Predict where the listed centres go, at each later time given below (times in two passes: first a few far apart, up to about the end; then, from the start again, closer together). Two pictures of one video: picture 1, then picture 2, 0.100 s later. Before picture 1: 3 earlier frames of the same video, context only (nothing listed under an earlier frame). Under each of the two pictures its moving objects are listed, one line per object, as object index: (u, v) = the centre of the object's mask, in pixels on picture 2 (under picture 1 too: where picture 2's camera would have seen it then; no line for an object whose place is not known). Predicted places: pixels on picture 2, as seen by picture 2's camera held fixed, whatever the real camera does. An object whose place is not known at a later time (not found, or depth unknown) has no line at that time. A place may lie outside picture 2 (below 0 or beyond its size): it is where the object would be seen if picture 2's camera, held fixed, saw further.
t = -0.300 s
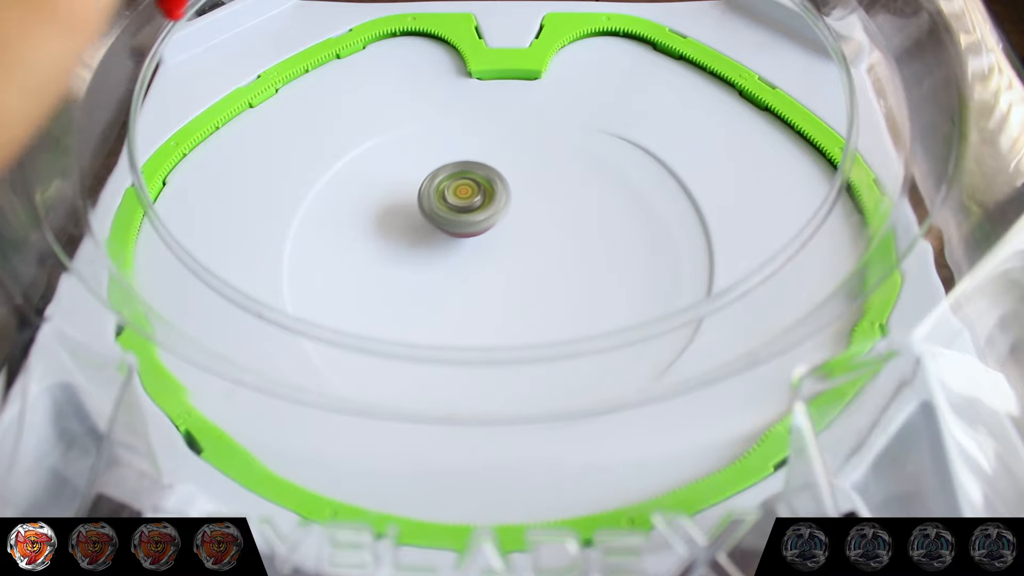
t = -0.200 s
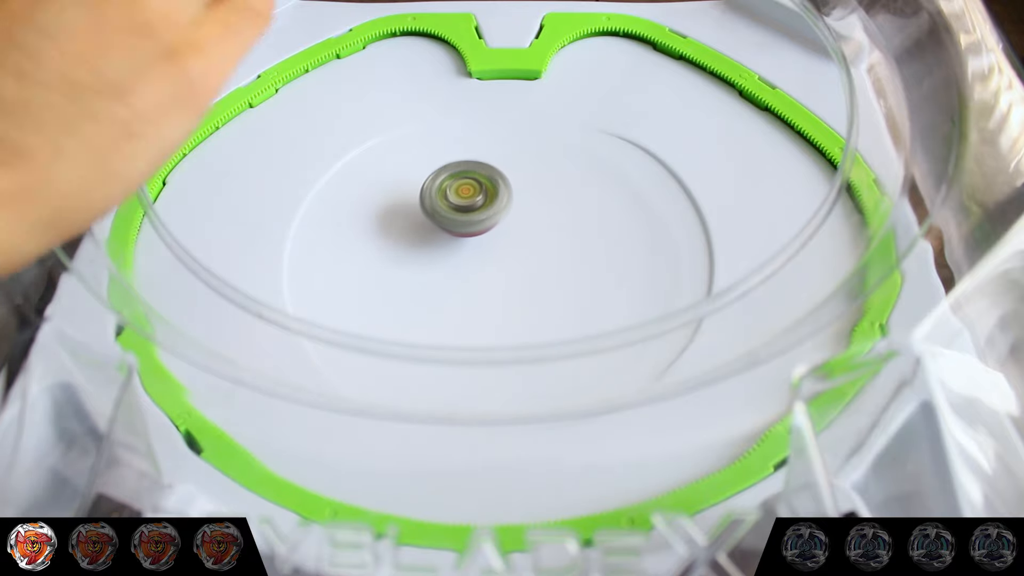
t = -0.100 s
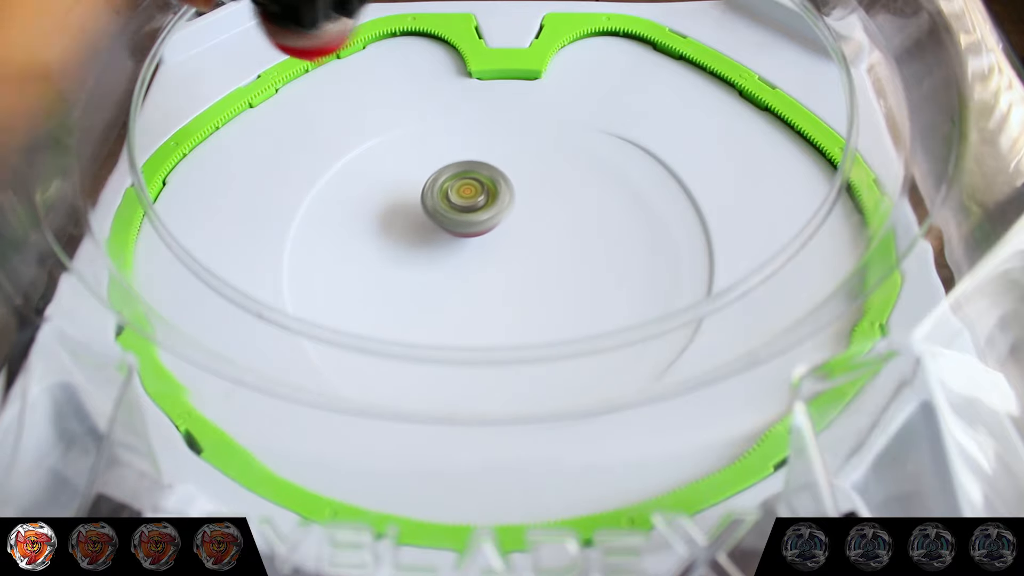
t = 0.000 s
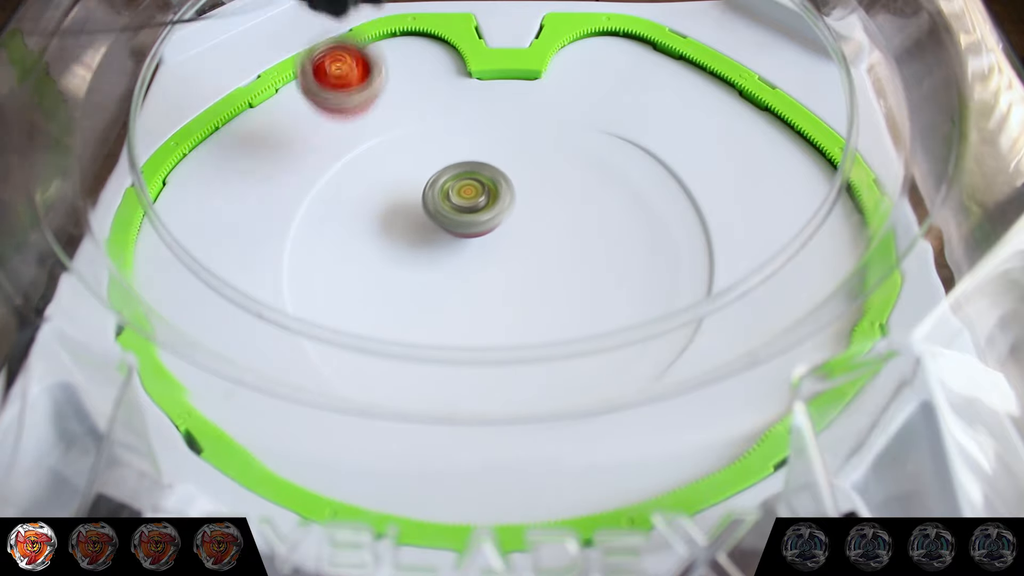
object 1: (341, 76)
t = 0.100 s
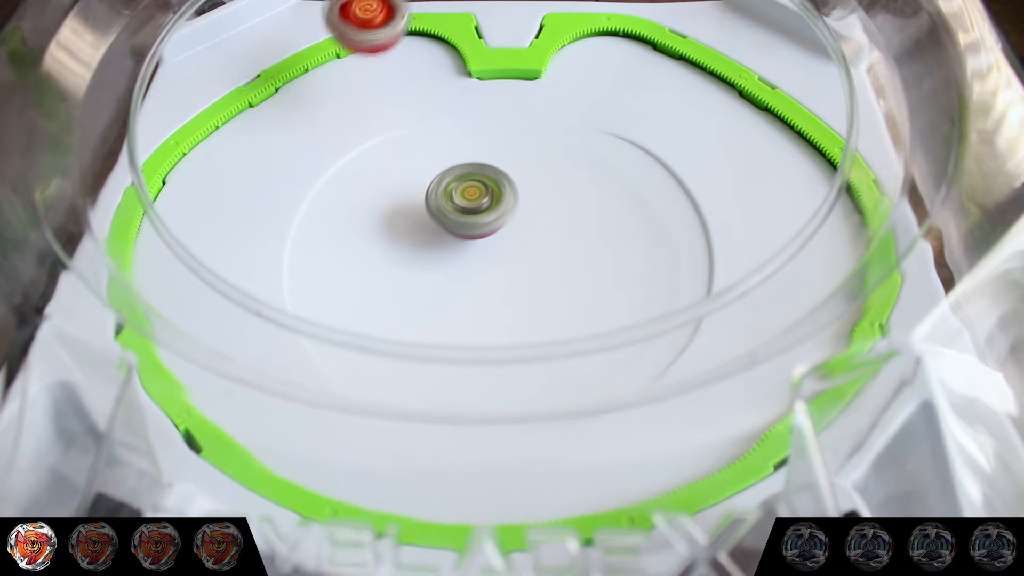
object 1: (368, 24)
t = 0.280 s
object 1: (373, 27)
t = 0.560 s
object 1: (383, 77)
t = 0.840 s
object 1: (578, 121)
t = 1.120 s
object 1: (524, 107)
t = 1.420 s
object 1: (503, 74)
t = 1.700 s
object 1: (555, 208)
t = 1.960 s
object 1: (356, 156)
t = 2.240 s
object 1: (499, 71)
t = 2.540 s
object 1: (449, 151)
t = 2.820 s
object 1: (514, 341)
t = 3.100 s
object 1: (656, 286)
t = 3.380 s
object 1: (615, 92)
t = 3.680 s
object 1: (517, 123)
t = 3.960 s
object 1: (547, 308)
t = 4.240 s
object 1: (693, 223)
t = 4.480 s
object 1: (585, 231)
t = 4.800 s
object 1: (655, 405)
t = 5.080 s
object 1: (690, 43)
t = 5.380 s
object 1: (419, 444)
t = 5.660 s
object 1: (505, 309)
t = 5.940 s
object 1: (505, 179)
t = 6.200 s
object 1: (351, 233)
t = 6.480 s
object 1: (558, 272)
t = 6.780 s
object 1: (460, 73)
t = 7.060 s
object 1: (325, 55)
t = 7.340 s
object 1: (337, 85)
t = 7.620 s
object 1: (438, 193)
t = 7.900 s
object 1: (613, 171)
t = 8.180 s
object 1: (496, 103)
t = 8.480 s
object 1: (481, 295)
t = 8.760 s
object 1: (648, 210)
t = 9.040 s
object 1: (420, 162)
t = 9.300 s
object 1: (338, 286)
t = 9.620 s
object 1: (563, 282)
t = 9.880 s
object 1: (592, 278)
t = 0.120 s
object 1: (376, 17)
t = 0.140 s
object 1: (386, 13)
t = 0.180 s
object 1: (405, 12)
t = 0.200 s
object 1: (415, 16)
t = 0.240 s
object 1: (404, 22)
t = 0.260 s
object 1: (389, 25)
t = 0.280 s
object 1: (373, 27)
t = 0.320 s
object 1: (350, 30)
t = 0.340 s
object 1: (341, 35)
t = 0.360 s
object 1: (334, 40)
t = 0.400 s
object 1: (326, 50)
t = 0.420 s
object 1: (324, 54)
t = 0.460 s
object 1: (329, 62)
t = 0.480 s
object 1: (335, 66)
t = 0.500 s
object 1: (343, 69)
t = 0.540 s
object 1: (367, 74)
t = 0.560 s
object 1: (383, 77)
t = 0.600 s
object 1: (420, 84)
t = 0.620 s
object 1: (441, 88)
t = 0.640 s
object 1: (461, 92)
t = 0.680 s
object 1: (497, 98)
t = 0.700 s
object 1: (514, 103)
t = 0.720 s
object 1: (528, 106)
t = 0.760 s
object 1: (552, 112)
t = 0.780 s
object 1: (561, 114)
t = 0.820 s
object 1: (574, 119)
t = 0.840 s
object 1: (578, 121)
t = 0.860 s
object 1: (581, 123)
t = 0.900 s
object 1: (582, 124)
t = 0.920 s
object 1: (581, 125)
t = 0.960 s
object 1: (576, 124)
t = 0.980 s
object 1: (572, 123)
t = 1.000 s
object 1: (567, 120)
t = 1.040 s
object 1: (555, 115)
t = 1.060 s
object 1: (549, 113)
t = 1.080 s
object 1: (541, 110)
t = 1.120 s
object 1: (524, 107)
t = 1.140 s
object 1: (516, 108)
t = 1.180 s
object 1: (499, 113)
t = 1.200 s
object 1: (492, 117)
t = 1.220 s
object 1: (485, 124)
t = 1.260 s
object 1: (478, 141)
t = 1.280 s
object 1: (480, 128)
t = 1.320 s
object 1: (490, 85)
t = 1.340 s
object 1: (494, 69)
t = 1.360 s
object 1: (498, 53)
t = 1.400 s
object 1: (502, 59)
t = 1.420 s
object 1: (503, 74)
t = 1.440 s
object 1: (505, 94)
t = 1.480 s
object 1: (508, 118)
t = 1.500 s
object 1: (510, 131)
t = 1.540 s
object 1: (512, 154)
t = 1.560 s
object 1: (514, 163)
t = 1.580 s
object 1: (517, 173)
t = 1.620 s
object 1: (526, 187)
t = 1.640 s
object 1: (531, 194)
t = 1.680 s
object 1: (546, 204)
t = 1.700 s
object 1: (555, 208)
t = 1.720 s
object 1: (564, 210)
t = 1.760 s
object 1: (525, 183)
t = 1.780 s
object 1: (471, 154)
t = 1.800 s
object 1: (420, 123)
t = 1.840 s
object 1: (332, 68)
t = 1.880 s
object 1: (287, 51)
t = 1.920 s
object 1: (318, 92)
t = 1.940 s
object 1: (336, 124)
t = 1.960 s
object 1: (356, 156)
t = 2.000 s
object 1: (401, 208)
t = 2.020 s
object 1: (424, 231)
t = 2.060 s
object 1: (472, 264)
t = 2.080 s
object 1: (482, 243)
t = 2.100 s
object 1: (490, 218)
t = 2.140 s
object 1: (500, 174)
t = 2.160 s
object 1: (503, 152)
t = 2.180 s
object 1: (504, 129)
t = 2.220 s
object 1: (501, 87)
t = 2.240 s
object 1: (499, 71)
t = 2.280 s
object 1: (489, 47)
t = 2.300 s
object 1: (485, 48)
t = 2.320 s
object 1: (481, 55)
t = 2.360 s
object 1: (473, 81)
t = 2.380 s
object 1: (470, 85)
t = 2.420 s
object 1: (463, 103)
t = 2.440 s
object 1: (460, 110)
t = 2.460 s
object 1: (457, 121)
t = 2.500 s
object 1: (453, 136)
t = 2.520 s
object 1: (451, 144)
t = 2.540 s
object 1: (449, 151)
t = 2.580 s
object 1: (448, 164)
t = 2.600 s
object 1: (448, 169)
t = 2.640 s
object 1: (451, 179)
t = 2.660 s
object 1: (453, 183)
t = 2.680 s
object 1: (455, 184)
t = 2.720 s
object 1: (466, 213)
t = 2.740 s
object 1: (472, 245)
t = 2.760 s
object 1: (481, 273)
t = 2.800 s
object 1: (502, 317)
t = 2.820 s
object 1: (514, 341)
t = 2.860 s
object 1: (539, 371)
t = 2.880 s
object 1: (558, 386)
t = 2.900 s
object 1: (572, 401)
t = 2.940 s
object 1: (596, 386)
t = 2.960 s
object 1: (605, 383)
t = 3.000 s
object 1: (620, 359)
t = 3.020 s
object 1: (629, 347)
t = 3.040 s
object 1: (637, 339)
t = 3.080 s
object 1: (653, 308)
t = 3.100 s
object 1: (656, 286)
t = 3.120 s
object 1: (662, 274)
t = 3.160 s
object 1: (670, 241)
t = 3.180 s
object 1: (673, 223)
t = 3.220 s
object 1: (677, 187)
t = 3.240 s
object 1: (680, 170)
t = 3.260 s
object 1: (678, 154)
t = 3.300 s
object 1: (659, 129)
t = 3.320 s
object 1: (647, 118)
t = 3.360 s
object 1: (625, 100)
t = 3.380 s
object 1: (615, 92)
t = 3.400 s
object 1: (605, 84)
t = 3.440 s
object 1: (589, 71)
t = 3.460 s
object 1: (581, 66)
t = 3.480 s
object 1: (574, 63)
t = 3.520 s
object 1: (564, 60)
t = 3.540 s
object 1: (559, 62)
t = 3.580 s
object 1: (550, 71)
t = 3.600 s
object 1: (545, 77)
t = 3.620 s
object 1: (539, 85)
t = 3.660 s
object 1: (526, 109)
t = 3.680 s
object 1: (517, 123)
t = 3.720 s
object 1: (501, 155)
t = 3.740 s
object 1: (495, 171)
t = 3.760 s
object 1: (491, 186)
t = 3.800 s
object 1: (488, 218)
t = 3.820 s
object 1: (489, 234)
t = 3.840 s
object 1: (492, 249)
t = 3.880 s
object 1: (503, 277)
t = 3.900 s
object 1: (512, 288)
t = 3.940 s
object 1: (534, 304)
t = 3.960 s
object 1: (547, 308)
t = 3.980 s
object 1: (561, 309)
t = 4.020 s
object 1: (592, 320)
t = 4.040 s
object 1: (610, 320)
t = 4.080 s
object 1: (644, 313)
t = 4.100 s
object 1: (660, 306)
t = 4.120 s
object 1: (676, 299)
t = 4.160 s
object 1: (697, 276)
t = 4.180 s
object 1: (699, 264)
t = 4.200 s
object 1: (699, 252)
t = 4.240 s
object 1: (693, 223)
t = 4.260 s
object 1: (687, 208)
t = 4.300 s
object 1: (666, 182)
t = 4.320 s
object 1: (651, 171)
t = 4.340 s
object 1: (635, 162)
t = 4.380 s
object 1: (594, 149)
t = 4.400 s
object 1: (573, 145)
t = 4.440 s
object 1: (568, 176)
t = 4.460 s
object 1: (577, 203)
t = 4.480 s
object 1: (585, 231)
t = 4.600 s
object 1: (643, 342)
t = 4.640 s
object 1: (646, 349)
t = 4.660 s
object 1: (646, 363)
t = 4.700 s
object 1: (650, 372)
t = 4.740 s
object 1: (650, 384)
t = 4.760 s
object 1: (651, 388)
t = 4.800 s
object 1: (655, 405)
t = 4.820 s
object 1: (657, 411)
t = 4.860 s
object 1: (689, 413)
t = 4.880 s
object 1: (740, 380)
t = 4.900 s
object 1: (782, 352)
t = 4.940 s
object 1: (852, 286)
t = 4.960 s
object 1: (854, 239)
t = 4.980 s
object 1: (851, 203)
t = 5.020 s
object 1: (813, 122)
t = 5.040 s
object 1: (776, 92)
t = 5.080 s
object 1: (690, 43)
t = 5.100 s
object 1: (649, 25)
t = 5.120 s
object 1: (606, 19)
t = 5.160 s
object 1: (552, 70)
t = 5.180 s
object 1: (542, 112)
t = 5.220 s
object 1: (517, 196)
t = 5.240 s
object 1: (505, 238)
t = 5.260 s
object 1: (489, 281)
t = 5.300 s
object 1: (461, 354)
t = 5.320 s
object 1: (447, 387)
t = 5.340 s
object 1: (437, 408)
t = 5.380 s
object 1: (419, 444)
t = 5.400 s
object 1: (410, 473)
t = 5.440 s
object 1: (413, 470)
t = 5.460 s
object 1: (420, 452)
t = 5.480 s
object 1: (426, 441)
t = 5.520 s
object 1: (443, 415)
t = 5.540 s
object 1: (451, 403)
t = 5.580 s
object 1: (468, 369)
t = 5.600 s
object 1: (477, 356)
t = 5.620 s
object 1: (486, 343)
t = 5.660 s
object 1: (505, 309)
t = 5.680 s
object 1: (514, 297)
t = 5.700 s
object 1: (522, 282)
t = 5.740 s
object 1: (535, 253)
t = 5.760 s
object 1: (540, 242)
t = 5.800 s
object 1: (543, 220)
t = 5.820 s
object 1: (543, 211)
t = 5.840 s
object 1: (540, 203)
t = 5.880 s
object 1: (531, 189)
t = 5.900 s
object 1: (524, 185)
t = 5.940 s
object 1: (505, 179)
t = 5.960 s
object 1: (494, 178)
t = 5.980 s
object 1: (481, 177)
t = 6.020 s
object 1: (453, 176)
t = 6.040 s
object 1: (438, 177)
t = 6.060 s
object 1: (423, 179)
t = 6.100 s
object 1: (396, 187)
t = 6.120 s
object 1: (384, 194)
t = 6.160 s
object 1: (363, 211)
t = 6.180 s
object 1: (356, 221)
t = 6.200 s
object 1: (351, 233)
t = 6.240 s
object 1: (350, 259)
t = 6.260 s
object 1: (353, 272)
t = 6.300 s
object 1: (376, 295)
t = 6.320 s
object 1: (392, 303)
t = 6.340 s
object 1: (412, 311)
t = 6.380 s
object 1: (458, 313)
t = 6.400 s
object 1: (482, 310)
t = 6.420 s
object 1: (503, 307)
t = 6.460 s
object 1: (543, 286)
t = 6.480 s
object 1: (558, 272)
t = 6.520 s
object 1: (578, 241)
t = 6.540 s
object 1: (584, 224)
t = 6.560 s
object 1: (587, 206)
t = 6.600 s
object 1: (582, 173)
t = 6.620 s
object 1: (576, 157)
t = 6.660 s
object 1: (556, 129)
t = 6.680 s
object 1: (544, 116)
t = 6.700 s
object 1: (529, 105)
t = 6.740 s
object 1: (496, 86)
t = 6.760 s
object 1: (478, 79)
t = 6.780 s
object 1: (460, 73)
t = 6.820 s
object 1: (425, 63)
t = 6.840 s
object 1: (409, 60)
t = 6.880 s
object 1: (382, 54)
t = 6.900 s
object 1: (372, 54)
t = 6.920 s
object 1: (363, 52)
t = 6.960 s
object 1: (348, 52)
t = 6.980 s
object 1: (342, 52)
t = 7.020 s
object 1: (332, 53)
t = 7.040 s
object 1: (328, 54)
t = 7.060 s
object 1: (325, 55)
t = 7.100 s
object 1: (321, 57)
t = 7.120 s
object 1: (319, 59)
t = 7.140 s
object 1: (318, 61)
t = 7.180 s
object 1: (318, 64)
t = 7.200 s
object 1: (318, 66)
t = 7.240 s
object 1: (321, 71)
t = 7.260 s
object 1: (324, 73)
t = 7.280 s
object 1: (326, 77)
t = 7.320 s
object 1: (332, 81)
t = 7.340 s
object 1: (337, 85)
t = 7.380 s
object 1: (348, 92)
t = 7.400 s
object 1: (354, 96)
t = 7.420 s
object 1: (361, 101)
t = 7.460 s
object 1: (377, 112)
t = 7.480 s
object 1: (384, 121)
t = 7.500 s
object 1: (390, 129)
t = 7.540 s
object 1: (402, 149)
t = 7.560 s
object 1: (408, 161)
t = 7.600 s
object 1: (426, 183)
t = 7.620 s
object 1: (438, 193)
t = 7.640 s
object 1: (450, 201)
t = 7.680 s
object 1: (477, 213)
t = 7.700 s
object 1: (492, 215)
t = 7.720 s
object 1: (506, 217)
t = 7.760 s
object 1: (536, 216)
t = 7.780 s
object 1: (550, 214)
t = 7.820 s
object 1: (578, 205)
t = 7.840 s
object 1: (590, 198)
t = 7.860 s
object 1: (600, 190)
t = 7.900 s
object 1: (613, 171)
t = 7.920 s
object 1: (617, 160)
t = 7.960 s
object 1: (616, 138)
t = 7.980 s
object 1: (612, 127)
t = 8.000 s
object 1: (606, 117)
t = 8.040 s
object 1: (590, 102)
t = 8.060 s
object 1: (579, 97)
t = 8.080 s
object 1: (566, 93)
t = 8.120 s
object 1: (539, 90)
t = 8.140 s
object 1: (525, 92)
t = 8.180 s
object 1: (496, 103)
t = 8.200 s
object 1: (481, 112)
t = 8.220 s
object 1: (466, 122)
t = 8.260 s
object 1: (444, 148)
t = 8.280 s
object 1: (436, 163)
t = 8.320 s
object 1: (426, 192)
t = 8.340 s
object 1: (425, 207)
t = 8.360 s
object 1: (426, 221)
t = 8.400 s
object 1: (434, 249)
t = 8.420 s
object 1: (443, 263)
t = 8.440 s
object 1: (453, 275)
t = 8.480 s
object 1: (481, 295)
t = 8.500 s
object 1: (497, 302)
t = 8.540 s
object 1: (533, 306)
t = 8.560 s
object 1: (551, 306)
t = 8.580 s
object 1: (568, 304)
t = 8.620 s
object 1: (604, 296)
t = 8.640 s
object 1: (619, 289)
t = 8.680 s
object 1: (645, 269)
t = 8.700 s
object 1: (651, 255)
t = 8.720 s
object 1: (654, 241)
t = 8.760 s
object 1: (648, 210)
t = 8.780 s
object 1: (639, 197)
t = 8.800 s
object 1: (627, 184)
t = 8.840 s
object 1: (596, 163)
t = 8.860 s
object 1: (578, 156)
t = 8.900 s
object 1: (542, 147)
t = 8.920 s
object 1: (524, 145)
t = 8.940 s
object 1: (506, 144)
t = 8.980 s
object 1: (470, 147)
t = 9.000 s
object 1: (452, 151)
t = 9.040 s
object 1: (420, 162)
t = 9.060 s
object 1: (404, 170)
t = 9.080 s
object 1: (389, 175)
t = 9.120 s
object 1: (362, 187)
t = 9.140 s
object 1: (351, 196)
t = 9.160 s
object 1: (341, 206)
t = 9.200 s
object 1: (326, 226)
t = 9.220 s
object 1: (321, 239)
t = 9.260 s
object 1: (321, 263)
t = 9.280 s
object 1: (327, 276)
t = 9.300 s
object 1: (338, 286)
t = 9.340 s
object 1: (367, 304)
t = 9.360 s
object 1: (377, 318)
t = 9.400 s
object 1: (397, 343)
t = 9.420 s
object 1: (412, 350)
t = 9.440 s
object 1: (427, 354)
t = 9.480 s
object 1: (467, 354)
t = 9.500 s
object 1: (487, 349)
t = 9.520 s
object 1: (505, 342)
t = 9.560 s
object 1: (536, 317)
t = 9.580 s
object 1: (547, 306)
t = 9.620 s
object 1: (563, 282)
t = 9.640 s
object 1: (568, 268)
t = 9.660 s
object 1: (569, 253)
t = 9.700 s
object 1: (565, 225)
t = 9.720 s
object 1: (561, 212)
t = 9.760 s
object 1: (572, 227)
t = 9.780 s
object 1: (576, 244)
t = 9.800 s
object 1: (580, 258)
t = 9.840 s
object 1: (586, 273)
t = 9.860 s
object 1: (589, 276)
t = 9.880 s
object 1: (592, 278)
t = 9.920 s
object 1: (601, 276)
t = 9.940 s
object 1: (606, 274)
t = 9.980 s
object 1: (616, 265)
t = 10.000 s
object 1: (619, 259)
